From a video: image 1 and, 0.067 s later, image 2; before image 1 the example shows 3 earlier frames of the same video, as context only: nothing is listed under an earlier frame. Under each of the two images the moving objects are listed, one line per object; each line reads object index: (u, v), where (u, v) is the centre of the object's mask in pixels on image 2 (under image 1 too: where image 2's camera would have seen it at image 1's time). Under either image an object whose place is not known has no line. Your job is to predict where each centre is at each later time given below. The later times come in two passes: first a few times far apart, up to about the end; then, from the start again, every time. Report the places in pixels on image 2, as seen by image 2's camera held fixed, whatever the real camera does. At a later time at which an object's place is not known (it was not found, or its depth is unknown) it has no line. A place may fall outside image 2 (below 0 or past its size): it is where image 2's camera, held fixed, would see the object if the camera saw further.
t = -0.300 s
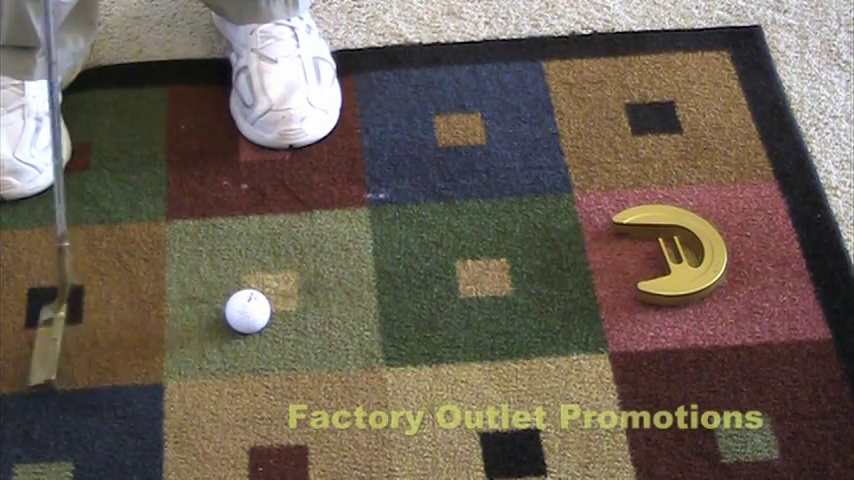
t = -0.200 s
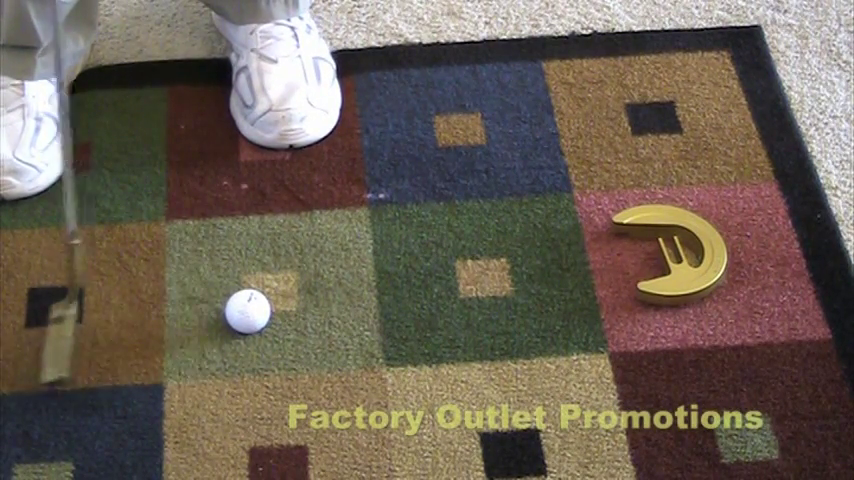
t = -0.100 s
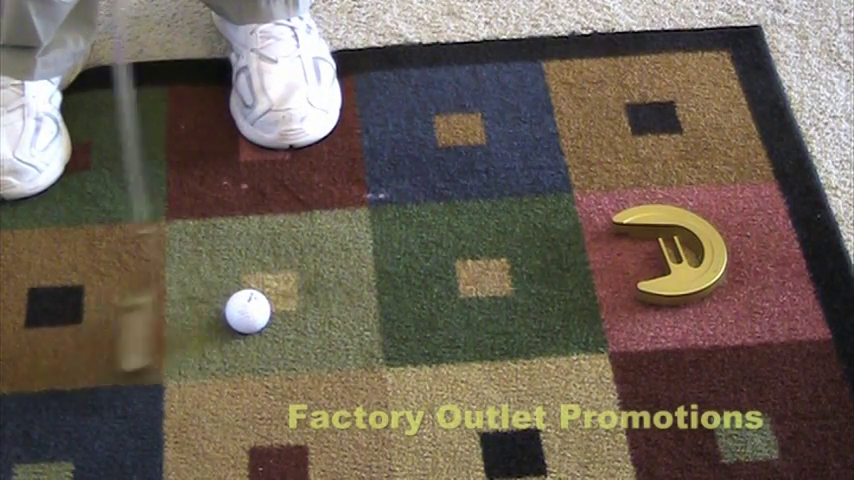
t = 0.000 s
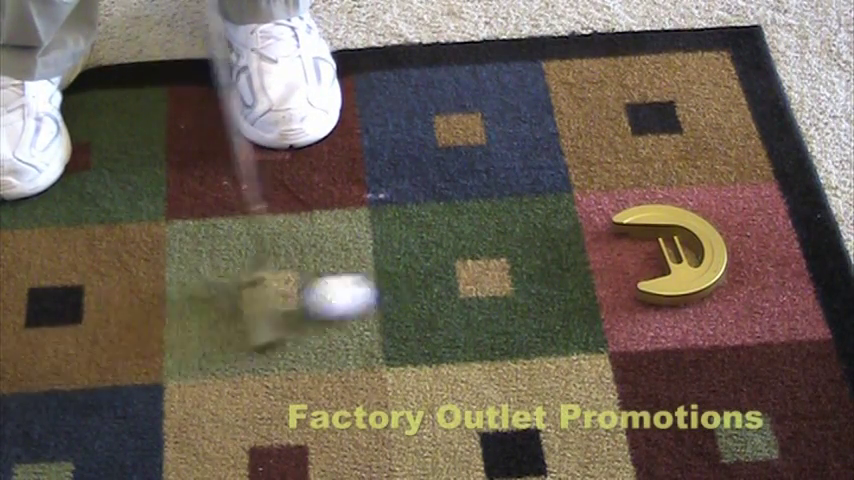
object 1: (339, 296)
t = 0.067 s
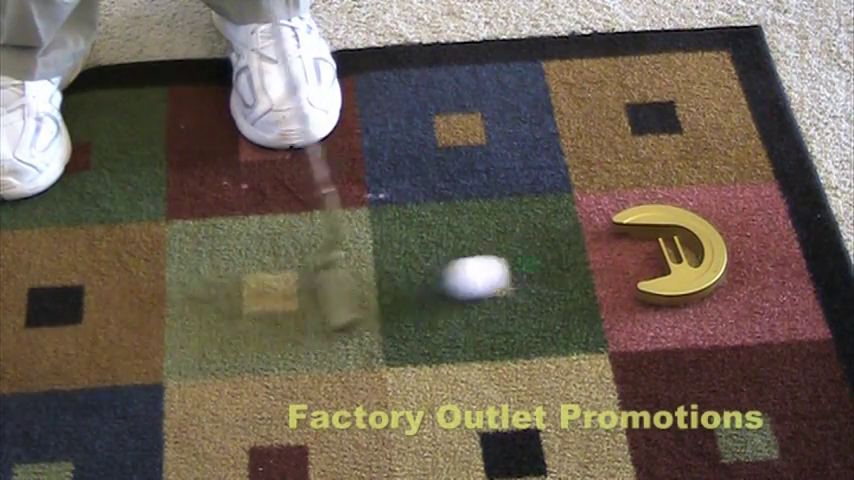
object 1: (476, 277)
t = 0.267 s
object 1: (539, 265)
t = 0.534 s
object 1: (368, 279)
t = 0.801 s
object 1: (246, 298)
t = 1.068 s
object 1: (160, 318)
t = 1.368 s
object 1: (109, 317)
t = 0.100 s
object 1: (539, 269)
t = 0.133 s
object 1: (593, 260)
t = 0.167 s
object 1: (638, 253)
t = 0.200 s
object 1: (608, 250)
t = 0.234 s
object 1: (573, 255)
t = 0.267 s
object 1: (539, 265)
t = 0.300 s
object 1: (513, 264)
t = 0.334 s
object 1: (488, 267)
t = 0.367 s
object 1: (465, 270)
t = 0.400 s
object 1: (445, 271)
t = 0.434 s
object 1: (424, 274)
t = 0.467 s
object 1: (405, 275)
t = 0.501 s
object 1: (386, 278)
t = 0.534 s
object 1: (368, 279)
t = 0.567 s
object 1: (350, 281)
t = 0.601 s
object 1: (334, 283)
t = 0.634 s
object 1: (318, 285)
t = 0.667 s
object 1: (302, 288)
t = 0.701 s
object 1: (287, 290)
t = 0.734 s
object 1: (272, 293)
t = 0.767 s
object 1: (258, 295)
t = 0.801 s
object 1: (246, 298)
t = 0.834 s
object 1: (233, 301)
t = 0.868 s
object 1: (221, 304)
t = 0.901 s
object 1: (210, 307)
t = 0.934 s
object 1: (199, 310)
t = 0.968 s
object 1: (188, 313)
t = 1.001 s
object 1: (178, 314)
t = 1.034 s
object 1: (169, 316)
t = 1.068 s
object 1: (160, 318)
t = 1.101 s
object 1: (152, 319)
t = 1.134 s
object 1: (144, 321)
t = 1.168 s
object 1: (137, 321)
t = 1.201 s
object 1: (131, 321)
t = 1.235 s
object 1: (125, 321)
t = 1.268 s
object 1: (120, 320)
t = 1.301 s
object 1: (115, 319)
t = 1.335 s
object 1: (112, 318)
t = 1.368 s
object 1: (109, 317)
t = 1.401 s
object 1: (107, 316)
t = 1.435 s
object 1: (106, 314)
